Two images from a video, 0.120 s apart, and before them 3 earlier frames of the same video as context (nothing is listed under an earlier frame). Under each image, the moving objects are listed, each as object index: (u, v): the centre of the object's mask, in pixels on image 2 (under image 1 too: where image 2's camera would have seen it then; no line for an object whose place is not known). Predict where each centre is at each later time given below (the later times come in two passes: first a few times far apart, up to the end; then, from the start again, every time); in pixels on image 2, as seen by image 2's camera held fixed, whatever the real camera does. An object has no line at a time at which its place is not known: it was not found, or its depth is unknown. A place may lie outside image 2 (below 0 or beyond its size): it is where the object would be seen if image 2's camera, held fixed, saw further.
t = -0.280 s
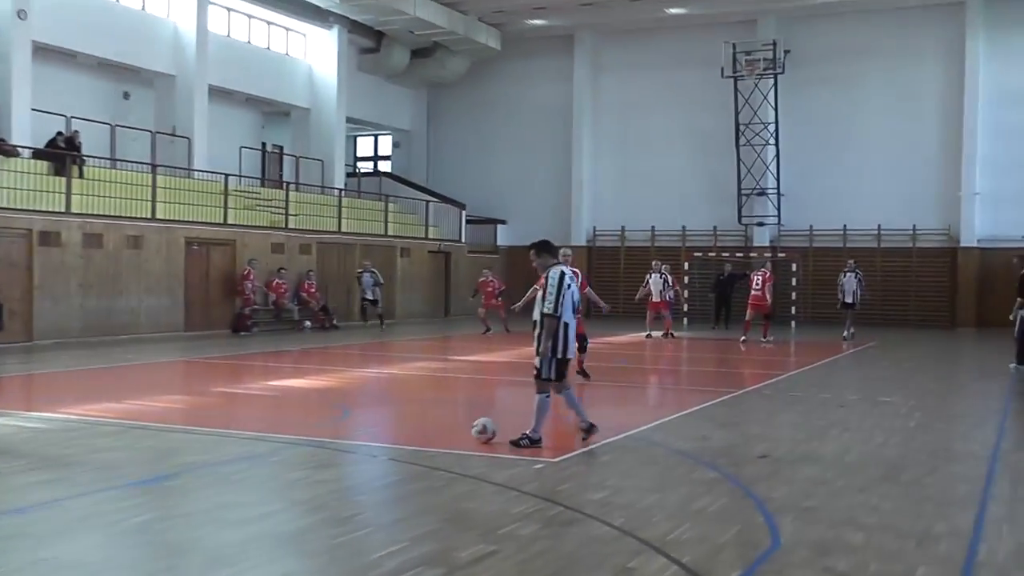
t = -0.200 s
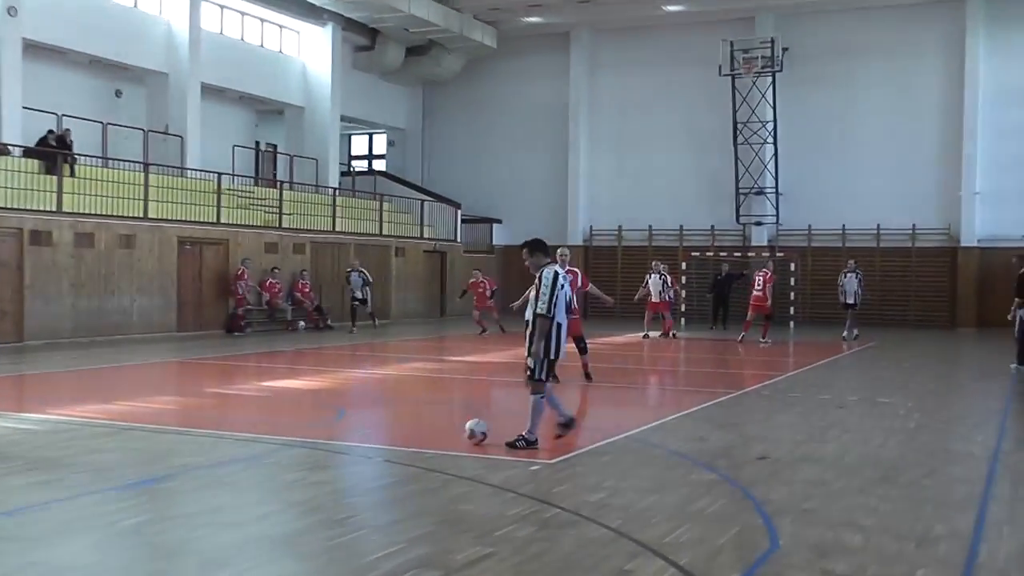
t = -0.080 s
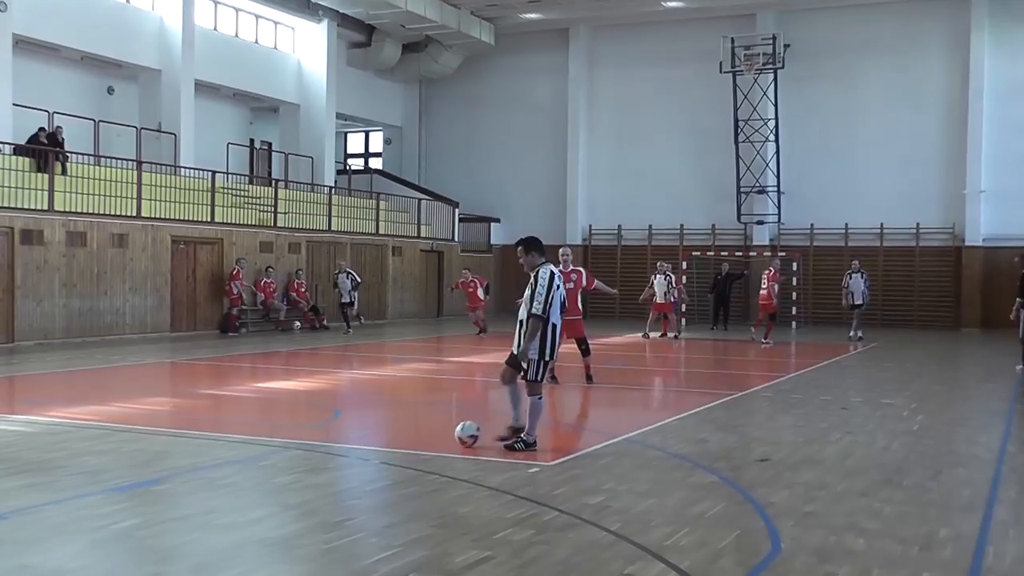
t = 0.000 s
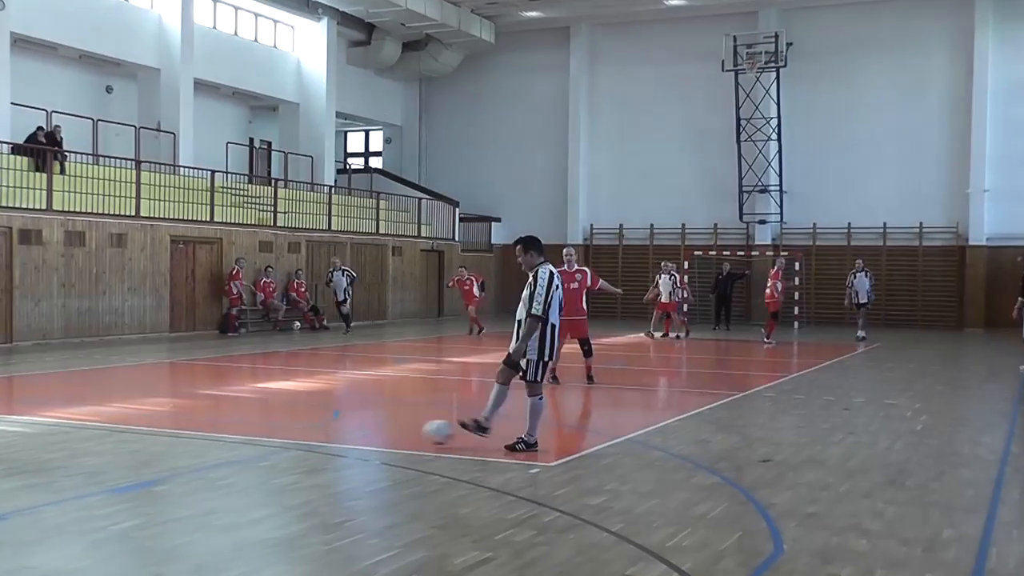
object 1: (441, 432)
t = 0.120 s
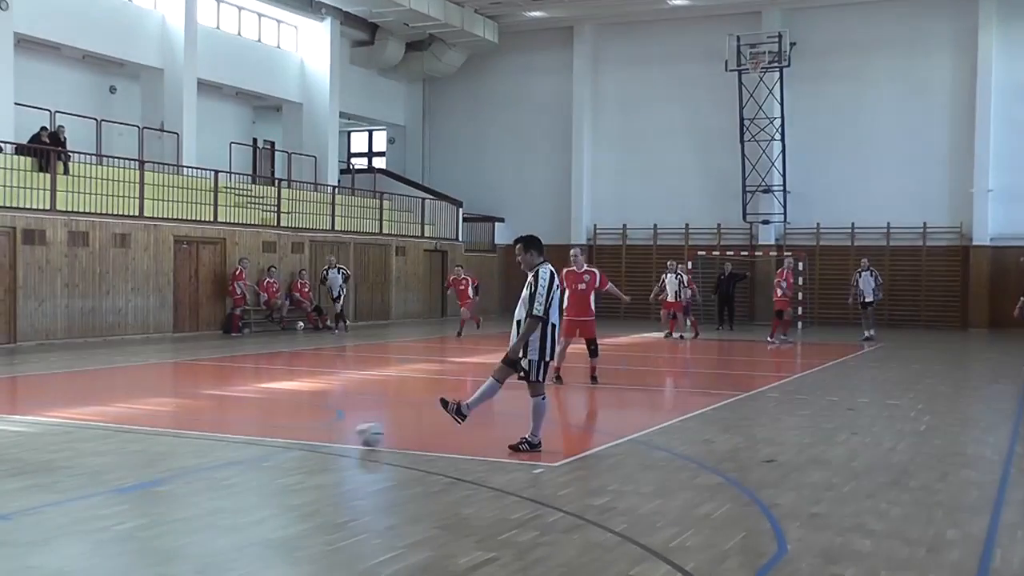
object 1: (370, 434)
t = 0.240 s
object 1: (305, 436)
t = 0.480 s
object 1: (197, 438)
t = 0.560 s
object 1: (165, 439)
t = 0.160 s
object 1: (347, 436)
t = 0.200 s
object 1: (326, 434)
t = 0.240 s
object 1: (305, 436)
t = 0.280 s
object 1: (286, 437)
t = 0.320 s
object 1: (268, 437)
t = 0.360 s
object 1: (249, 437)
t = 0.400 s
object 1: (231, 437)
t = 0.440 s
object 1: (215, 437)
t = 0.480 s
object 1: (197, 438)
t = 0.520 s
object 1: (181, 439)
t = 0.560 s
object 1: (165, 439)
